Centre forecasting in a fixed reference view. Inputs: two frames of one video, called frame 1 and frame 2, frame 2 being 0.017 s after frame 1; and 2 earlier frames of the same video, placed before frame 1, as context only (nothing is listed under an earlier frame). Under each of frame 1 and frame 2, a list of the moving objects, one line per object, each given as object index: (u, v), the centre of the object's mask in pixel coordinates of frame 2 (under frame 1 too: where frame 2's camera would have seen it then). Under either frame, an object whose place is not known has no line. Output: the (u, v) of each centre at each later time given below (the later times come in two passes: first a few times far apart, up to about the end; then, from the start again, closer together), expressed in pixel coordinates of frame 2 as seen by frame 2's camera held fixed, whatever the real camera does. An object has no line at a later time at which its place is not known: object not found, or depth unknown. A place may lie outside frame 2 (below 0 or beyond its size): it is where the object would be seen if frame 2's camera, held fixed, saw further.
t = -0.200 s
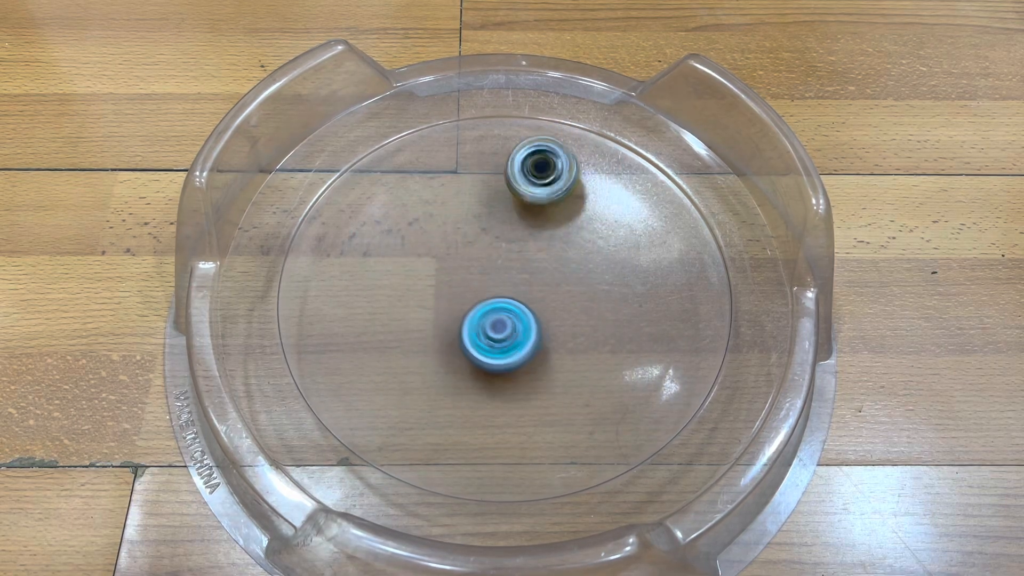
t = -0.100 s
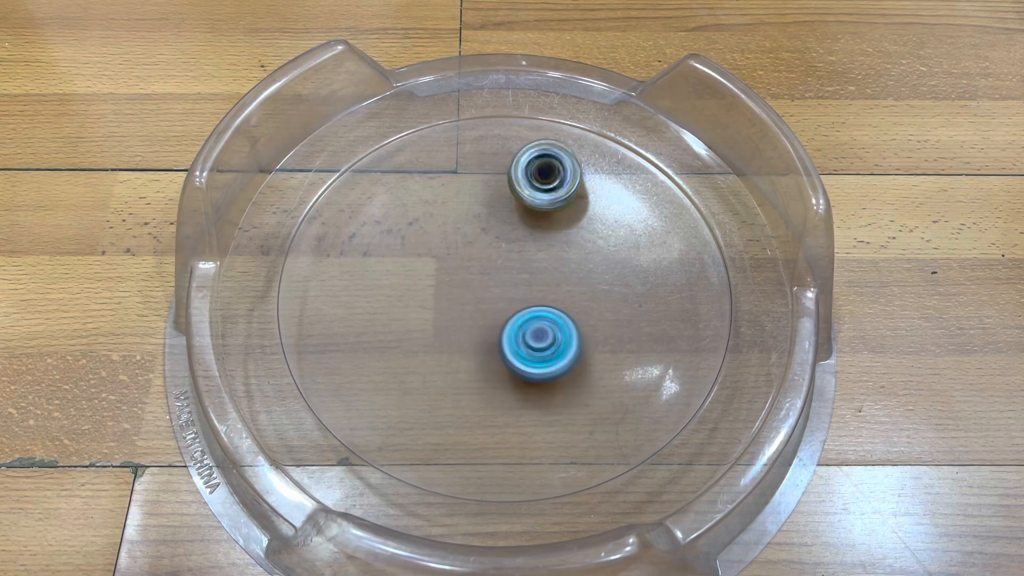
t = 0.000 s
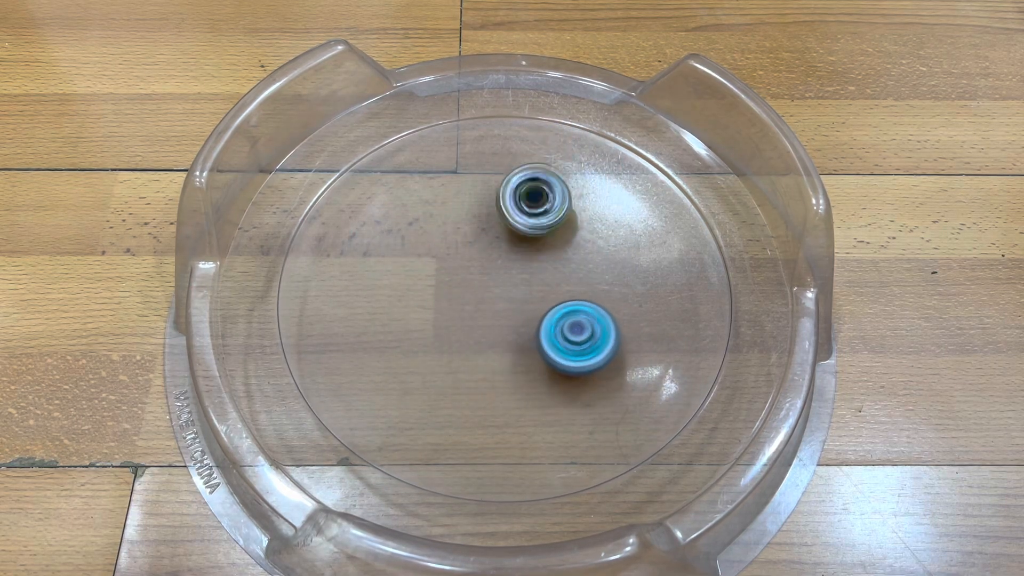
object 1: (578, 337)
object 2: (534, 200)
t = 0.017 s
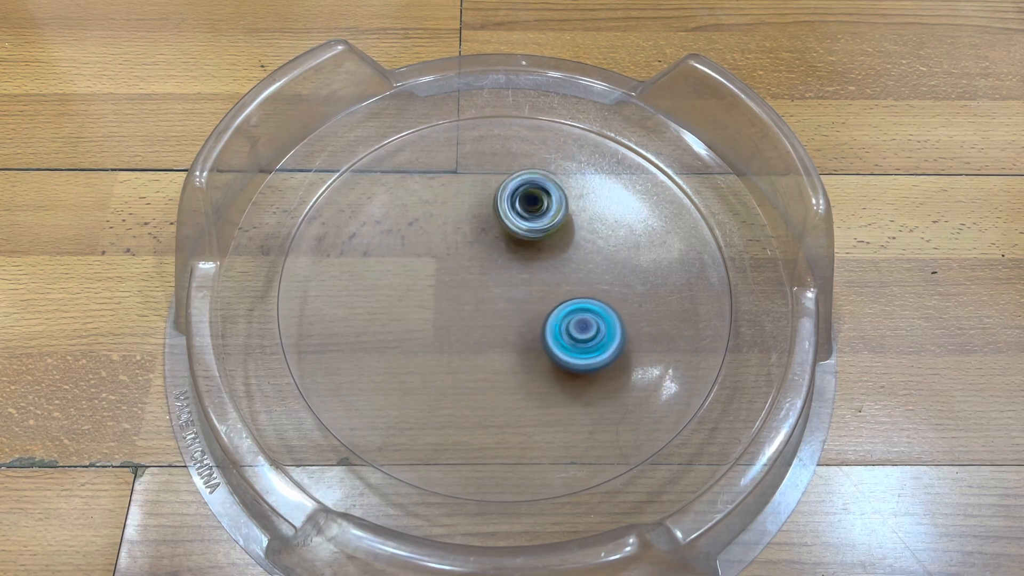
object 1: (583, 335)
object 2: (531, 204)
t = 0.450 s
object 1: (563, 244)
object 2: (372, 260)
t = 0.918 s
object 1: (520, 341)
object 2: (418, 233)
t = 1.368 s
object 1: (555, 295)
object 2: (455, 379)
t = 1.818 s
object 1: (492, 262)
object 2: (405, 267)
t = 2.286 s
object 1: (550, 315)
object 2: (594, 238)
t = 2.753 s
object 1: (543, 380)
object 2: (533, 273)
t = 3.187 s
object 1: (498, 328)
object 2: (503, 223)
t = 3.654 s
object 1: (400, 319)
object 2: (487, 297)
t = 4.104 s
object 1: (420, 303)
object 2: (538, 301)
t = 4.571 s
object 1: (451, 217)
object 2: (485, 339)
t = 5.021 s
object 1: (489, 193)
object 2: (502, 289)
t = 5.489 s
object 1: (555, 224)
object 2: (519, 313)
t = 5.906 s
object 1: (597, 261)
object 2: (512, 260)
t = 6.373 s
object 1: (588, 330)
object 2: (498, 226)
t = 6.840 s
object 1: (509, 357)
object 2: (445, 267)
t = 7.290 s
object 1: (397, 351)
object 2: (541, 263)
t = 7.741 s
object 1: (398, 312)
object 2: (484, 326)
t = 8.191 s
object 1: (430, 224)
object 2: (564, 300)
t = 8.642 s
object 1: (516, 186)
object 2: (519, 257)
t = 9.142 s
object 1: (590, 237)
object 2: (479, 281)
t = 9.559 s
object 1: (592, 319)
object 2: (490, 273)
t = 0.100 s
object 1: (605, 319)
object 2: (506, 229)
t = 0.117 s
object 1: (609, 315)
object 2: (501, 233)
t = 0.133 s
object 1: (611, 310)
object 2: (494, 237)
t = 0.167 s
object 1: (615, 301)
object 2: (482, 245)
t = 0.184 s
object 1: (615, 296)
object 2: (476, 248)
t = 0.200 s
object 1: (616, 291)
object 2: (469, 252)
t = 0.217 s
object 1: (615, 286)
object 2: (462, 255)
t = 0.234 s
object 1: (615, 281)
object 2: (456, 258)
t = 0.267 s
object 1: (611, 273)
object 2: (442, 262)
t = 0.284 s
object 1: (609, 269)
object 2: (436, 264)
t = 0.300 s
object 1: (606, 265)
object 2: (428, 266)
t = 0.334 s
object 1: (599, 258)
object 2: (414, 267)
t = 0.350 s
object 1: (594, 255)
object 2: (407, 268)
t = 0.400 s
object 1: (579, 248)
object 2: (387, 266)
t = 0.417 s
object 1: (574, 246)
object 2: (381, 265)
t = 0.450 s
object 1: (563, 244)
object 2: (372, 260)
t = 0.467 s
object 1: (557, 244)
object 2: (370, 258)
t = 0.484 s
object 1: (551, 244)
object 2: (369, 256)
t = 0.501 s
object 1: (545, 244)
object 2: (369, 254)
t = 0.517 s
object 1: (539, 245)
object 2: (370, 254)
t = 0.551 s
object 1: (528, 247)
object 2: (373, 252)
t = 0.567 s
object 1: (522, 249)
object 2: (377, 252)
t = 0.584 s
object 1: (516, 251)
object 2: (380, 252)
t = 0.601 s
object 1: (510, 253)
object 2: (384, 251)
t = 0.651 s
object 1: (495, 263)
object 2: (401, 256)
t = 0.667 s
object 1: (490, 266)
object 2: (408, 258)
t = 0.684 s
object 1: (492, 273)
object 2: (406, 257)
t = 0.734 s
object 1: (505, 297)
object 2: (393, 247)
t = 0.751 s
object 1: (507, 303)
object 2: (391, 243)
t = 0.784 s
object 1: (507, 313)
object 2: (391, 237)
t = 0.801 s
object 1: (508, 316)
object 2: (391, 235)
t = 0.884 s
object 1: (516, 335)
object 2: (407, 230)
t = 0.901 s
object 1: (518, 338)
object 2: (412, 231)
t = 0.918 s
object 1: (520, 341)
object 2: (418, 233)
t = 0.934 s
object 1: (523, 344)
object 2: (424, 235)
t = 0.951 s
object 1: (526, 346)
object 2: (431, 238)
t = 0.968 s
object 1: (529, 348)
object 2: (437, 241)
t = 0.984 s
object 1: (533, 350)
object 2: (443, 246)
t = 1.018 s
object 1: (541, 352)
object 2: (454, 257)
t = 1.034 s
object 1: (545, 352)
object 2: (459, 263)
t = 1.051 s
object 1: (549, 352)
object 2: (463, 269)
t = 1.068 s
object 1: (552, 351)
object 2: (468, 275)
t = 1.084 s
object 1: (557, 351)
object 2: (471, 281)
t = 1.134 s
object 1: (568, 345)
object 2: (480, 301)
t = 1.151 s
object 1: (571, 343)
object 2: (482, 308)
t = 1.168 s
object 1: (573, 339)
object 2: (484, 314)
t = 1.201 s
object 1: (576, 332)
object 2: (485, 328)
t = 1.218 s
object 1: (577, 328)
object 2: (485, 335)
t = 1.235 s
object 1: (577, 324)
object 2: (484, 341)
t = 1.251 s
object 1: (576, 320)
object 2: (483, 348)
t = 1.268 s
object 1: (575, 316)
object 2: (481, 354)
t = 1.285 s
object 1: (573, 312)
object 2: (478, 360)
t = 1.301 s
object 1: (570, 308)
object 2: (475, 366)
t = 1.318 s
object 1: (567, 304)
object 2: (471, 370)
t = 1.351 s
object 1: (560, 298)
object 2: (461, 377)
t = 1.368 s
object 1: (555, 295)
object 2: (455, 379)
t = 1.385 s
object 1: (551, 292)
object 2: (450, 379)
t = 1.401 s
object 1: (546, 290)
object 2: (446, 378)
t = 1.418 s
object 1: (541, 289)
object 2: (443, 377)
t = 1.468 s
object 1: (525, 284)
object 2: (437, 370)
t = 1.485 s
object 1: (519, 284)
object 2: (435, 367)
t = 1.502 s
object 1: (514, 284)
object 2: (436, 363)
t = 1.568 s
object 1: (492, 286)
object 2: (444, 344)
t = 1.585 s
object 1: (494, 284)
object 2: (439, 341)
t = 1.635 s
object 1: (513, 274)
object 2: (413, 337)
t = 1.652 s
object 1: (515, 271)
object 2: (405, 334)
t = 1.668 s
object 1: (515, 269)
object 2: (399, 331)
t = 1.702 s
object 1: (510, 266)
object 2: (393, 320)
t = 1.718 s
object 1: (506, 265)
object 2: (393, 311)
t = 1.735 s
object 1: (502, 263)
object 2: (393, 303)
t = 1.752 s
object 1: (498, 262)
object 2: (395, 296)
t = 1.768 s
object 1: (494, 261)
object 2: (399, 289)
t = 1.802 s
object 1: (488, 261)
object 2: (409, 276)
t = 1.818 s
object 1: (492, 262)
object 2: (405, 267)
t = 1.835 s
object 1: (495, 263)
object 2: (405, 260)
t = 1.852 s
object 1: (497, 264)
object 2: (407, 251)
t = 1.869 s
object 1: (497, 265)
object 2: (411, 245)
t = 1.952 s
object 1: (500, 269)
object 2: (439, 213)
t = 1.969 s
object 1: (500, 270)
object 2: (448, 209)
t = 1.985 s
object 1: (500, 271)
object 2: (457, 207)
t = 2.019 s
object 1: (501, 273)
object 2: (476, 205)
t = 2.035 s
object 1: (501, 275)
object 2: (485, 205)
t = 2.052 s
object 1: (503, 284)
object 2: (493, 198)
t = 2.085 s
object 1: (507, 299)
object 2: (510, 187)
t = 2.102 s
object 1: (509, 303)
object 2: (519, 184)
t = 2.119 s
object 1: (512, 306)
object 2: (529, 183)
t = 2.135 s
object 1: (515, 309)
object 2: (538, 184)
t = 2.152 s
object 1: (519, 311)
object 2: (548, 185)
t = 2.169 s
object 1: (522, 313)
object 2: (557, 188)
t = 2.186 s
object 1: (526, 314)
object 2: (565, 192)
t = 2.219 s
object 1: (534, 316)
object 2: (580, 205)
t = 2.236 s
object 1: (538, 316)
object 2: (585, 211)
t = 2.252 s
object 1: (542, 316)
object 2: (589, 220)
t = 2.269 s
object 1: (546, 316)
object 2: (592, 229)
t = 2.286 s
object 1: (550, 315)
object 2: (594, 238)
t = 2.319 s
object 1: (555, 316)
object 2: (595, 253)
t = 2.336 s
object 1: (553, 324)
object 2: (597, 253)
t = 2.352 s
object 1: (551, 329)
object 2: (599, 255)
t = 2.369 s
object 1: (549, 333)
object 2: (598, 258)
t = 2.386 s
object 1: (550, 336)
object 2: (595, 263)
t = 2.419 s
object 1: (552, 339)
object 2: (589, 272)
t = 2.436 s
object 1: (551, 342)
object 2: (589, 275)
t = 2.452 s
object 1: (544, 348)
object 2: (591, 274)
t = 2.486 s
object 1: (533, 358)
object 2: (593, 275)
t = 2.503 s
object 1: (531, 361)
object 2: (592, 278)
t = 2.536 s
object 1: (529, 364)
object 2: (589, 280)
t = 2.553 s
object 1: (530, 366)
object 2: (586, 280)
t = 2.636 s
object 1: (536, 374)
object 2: (569, 282)
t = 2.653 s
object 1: (537, 376)
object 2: (565, 281)
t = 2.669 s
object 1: (537, 377)
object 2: (559, 281)
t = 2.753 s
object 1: (543, 380)
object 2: (533, 273)
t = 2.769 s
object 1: (544, 380)
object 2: (528, 271)
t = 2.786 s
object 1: (545, 379)
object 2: (523, 268)
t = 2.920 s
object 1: (545, 365)
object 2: (493, 253)
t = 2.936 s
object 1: (544, 363)
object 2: (491, 250)
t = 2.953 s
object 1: (543, 360)
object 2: (489, 247)
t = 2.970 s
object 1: (541, 358)
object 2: (489, 244)
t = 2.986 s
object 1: (539, 356)
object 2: (487, 241)
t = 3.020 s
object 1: (534, 351)
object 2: (486, 234)
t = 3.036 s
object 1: (532, 348)
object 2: (486, 232)
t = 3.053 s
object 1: (529, 346)
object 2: (487, 229)
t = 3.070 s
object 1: (526, 343)
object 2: (489, 226)
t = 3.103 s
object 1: (519, 338)
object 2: (493, 222)
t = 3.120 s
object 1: (515, 336)
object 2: (494, 221)
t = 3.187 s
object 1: (498, 328)
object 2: (503, 223)
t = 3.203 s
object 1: (494, 326)
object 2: (505, 224)
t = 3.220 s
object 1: (490, 325)
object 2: (507, 226)
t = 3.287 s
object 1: (474, 320)
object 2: (512, 237)
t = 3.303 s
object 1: (470, 319)
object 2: (512, 240)
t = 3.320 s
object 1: (467, 319)
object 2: (512, 244)
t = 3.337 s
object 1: (463, 318)
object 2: (513, 248)
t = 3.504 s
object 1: (423, 315)
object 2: (506, 282)
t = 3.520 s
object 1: (420, 316)
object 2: (506, 284)
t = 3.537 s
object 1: (417, 316)
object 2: (504, 285)
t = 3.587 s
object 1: (408, 317)
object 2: (499, 292)
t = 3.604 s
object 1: (406, 318)
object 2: (497, 293)
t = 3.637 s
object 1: (402, 319)
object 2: (490, 296)
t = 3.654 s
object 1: (400, 319)
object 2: (487, 297)
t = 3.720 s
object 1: (395, 321)
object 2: (476, 294)
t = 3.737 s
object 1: (394, 321)
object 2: (475, 294)
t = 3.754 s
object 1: (394, 321)
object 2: (473, 291)
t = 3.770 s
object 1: (394, 321)
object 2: (472, 290)
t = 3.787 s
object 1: (395, 321)
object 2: (472, 288)
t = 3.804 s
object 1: (397, 321)
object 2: (471, 286)
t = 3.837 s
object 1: (402, 321)
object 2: (473, 284)
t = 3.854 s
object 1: (404, 321)
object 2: (473, 282)
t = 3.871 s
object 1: (404, 320)
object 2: (476, 282)
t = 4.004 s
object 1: (411, 315)
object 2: (517, 284)
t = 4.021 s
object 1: (412, 314)
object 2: (521, 287)
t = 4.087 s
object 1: (419, 305)
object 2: (535, 298)
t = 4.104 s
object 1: (420, 303)
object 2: (538, 301)
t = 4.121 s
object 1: (422, 301)
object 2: (540, 305)
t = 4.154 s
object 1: (424, 296)
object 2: (540, 313)
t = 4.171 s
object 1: (425, 294)
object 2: (539, 317)
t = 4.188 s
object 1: (427, 291)
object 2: (537, 320)
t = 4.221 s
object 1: (429, 286)
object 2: (532, 326)
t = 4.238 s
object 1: (430, 284)
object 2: (529, 329)
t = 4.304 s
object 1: (435, 274)
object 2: (512, 331)
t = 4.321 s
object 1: (436, 271)
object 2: (508, 330)
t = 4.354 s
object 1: (438, 266)
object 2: (500, 326)
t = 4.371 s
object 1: (439, 264)
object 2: (495, 323)
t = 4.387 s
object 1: (440, 262)
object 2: (495, 319)
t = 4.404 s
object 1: (441, 259)
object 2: (492, 315)
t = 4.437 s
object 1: (443, 253)
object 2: (490, 310)
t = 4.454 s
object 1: (444, 246)
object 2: (491, 315)
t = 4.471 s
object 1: (446, 239)
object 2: (491, 321)
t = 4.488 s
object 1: (447, 233)
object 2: (491, 325)
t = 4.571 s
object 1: (451, 217)
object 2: (485, 339)
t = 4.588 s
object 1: (452, 215)
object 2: (483, 342)
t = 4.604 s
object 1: (453, 213)
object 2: (480, 344)
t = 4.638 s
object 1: (454, 209)
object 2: (474, 346)
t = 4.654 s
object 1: (455, 207)
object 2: (472, 346)
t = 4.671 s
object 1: (456, 206)
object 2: (470, 345)
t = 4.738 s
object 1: (460, 199)
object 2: (464, 338)
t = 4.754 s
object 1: (461, 198)
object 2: (463, 335)
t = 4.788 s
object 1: (464, 196)
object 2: (464, 329)
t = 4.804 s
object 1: (465, 194)
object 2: (465, 326)
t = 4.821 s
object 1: (467, 193)
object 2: (466, 323)
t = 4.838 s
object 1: (469, 193)
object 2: (468, 320)
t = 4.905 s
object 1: (475, 190)
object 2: (479, 306)
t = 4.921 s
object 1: (477, 190)
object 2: (482, 302)
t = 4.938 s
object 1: (479, 191)
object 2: (484, 301)
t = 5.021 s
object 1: (489, 193)
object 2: (502, 289)
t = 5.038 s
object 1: (491, 193)
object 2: (508, 287)
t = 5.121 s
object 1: (501, 197)
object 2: (533, 289)
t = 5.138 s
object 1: (504, 198)
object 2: (537, 289)
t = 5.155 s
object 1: (506, 199)
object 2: (541, 292)
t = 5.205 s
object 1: (513, 202)
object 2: (553, 300)
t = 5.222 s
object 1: (515, 203)
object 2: (555, 303)
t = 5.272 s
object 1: (522, 207)
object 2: (558, 311)
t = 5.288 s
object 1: (525, 208)
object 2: (558, 314)
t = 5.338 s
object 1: (532, 211)
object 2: (551, 321)
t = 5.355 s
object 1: (534, 213)
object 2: (548, 323)
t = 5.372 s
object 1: (537, 214)
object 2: (544, 323)
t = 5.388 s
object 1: (539, 216)
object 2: (540, 323)
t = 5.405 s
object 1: (542, 217)
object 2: (536, 323)
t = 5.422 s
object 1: (544, 218)
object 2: (532, 322)
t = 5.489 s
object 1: (555, 224)
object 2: (519, 313)
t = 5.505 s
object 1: (557, 226)
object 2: (517, 309)
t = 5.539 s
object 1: (561, 229)
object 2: (513, 301)
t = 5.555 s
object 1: (563, 231)
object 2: (512, 297)
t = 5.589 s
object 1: (568, 235)
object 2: (512, 288)
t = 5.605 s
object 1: (570, 236)
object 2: (513, 284)
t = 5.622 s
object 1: (576, 235)
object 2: (509, 284)
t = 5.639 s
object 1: (580, 235)
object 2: (507, 282)
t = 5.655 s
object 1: (583, 236)
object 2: (505, 281)
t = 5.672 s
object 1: (585, 237)
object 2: (503, 280)
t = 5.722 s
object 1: (590, 241)
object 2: (499, 274)
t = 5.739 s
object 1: (592, 243)
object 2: (500, 272)
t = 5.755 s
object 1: (593, 245)
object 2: (499, 269)
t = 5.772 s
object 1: (594, 246)
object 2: (500, 266)
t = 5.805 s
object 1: (596, 250)
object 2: (502, 263)
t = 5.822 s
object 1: (597, 251)
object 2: (504, 260)
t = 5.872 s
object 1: (597, 257)
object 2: (509, 259)
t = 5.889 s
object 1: (598, 259)
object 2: (510, 259)
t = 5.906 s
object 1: (597, 261)
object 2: (512, 260)
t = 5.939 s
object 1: (596, 265)
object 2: (514, 262)
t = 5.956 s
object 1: (596, 267)
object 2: (514, 263)
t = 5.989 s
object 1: (595, 271)
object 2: (514, 265)
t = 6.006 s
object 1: (594, 274)
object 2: (515, 267)
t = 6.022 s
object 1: (593, 275)
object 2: (514, 268)
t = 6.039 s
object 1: (595, 279)
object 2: (511, 267)
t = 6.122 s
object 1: (600, 299)
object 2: (491, 253)
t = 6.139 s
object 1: (601, 302)
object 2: (489, 250)
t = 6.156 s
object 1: (602, 304)
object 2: (487, 246)
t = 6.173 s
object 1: (602, 307)
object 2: (485, 242)
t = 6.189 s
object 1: (601, 309)
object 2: (482, 238)
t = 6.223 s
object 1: (600, 314)
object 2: (482, 233)
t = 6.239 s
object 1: (599, 316)
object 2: (483, 230)
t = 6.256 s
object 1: (598, 318)
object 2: (483, 227)
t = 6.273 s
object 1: (597, 320)
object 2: (484, 225)
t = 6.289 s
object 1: (596, 322)
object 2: (486, 224)
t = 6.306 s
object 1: (595, 323)
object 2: (489, 223)
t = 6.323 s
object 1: (593, 325)
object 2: (491, 223)
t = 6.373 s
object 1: (588, 330)
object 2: (498, 226)
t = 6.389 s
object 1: (587, 332)
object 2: (499, 228)
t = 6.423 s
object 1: (583, 336)
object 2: (501, 233)
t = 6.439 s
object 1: (581, 338)
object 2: (503, 236)
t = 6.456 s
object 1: (579, 339)
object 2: (503, 239)
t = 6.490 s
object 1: (574, 342)
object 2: (502, 245)
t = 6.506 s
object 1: (571, 344)
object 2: (501, 248)
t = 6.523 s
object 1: (569, 345)
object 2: (500, 251)
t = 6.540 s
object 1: (566, 346)
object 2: (498, 254)
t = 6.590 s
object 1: (558, 349)
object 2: (491, 262)
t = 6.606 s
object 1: (555, 350)
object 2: (489, 265)
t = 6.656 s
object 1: (546, 354)
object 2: (478, 271)
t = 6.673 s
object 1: (542, 354)
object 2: (475, 273)
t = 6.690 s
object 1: (539, 355)
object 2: (471, 273)
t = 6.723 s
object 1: (532, 357)
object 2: (464, 274)
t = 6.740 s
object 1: (529, 357)
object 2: (460, 274)
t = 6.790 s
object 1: (519, 358)
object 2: (451, 271)
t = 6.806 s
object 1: (515, 358)
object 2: (448, 270)
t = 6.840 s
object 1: (509, 357)
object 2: (445, 267)
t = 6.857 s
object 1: (505, 357)
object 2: (445, 265)
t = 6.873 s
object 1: (502, 356)
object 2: (446, 264)
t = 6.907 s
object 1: (495, 356)
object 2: (447, 262)
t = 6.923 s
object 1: (491, 356)
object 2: (448, 262)
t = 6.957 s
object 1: (484, 355)
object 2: (452, 261)
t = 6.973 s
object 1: (481, 355)
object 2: (453, 261)
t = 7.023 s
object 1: (470, 353)
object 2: (461, 262)
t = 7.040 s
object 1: (467, 352)
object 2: (464, 263)
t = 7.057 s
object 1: (464, 351)
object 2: (466, 264)
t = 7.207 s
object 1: (437, 340)
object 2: (491, 287)
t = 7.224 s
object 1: (426, 345)
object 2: (504, 280)
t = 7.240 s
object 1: (416, 348)
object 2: (515, 274)
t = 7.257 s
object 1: (408, 351)
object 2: (525, 269)
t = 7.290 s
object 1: (397, 351)
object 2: (541, 263)
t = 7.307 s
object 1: (394, 350)
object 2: (549, 263)
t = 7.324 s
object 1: (391, 350)
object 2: (557, 263)
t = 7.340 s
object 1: (390, 349)
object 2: (565, 266)
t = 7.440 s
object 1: (384, 343)
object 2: (607, 291)
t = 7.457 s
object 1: (383, 342)
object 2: (610, 298)
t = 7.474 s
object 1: (383, 340)
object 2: (613, 306)
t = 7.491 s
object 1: (383, 339)
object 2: (614, 314)
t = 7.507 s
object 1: (383, 338)
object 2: (612, 323)
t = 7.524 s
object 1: (383, 336)
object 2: (609, 331)
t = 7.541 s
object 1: (384, 335)
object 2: (603, 340)
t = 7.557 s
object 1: (384, 333)
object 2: (596, 346)
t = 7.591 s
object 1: (386, 330)
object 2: (576, 356)
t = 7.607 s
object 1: (388, 328)
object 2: (565, 359)
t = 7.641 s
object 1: (390, 325)
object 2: (542, 359)
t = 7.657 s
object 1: (391, 323)
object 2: (529, 356)
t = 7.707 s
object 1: (395, 316)
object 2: (499, 341)
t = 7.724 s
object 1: (396, 314)
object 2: (491, 333)
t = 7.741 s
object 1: (398, 312)
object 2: (484, 326)
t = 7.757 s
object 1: (397, 307)
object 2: (481, 319)
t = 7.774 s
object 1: (393, 300)
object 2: (483, 313)
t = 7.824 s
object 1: (391, 286)
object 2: (492, 291)
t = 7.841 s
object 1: (392, 282)
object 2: (496, 284)
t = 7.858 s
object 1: (392, 279)
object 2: (503, 278)
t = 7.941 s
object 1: (397, 263)
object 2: (537, 262)
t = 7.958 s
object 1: (399, 260)
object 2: (541, 261)
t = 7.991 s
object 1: (402, 254)
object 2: (552, 263)
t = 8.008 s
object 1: (403, 251)
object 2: (558, 264)
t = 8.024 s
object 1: (405, 248)
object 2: (563, 266)
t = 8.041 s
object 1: (407, 245)
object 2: (567, 269)
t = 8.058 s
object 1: (409, 243)
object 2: (570, 273)
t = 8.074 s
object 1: (411, 240)
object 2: (573, 276)
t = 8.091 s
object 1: (414, 237)
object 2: (575, 280)
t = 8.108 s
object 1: (416, 235)
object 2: (576, 283)
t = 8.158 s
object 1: (424, 228)
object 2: (572, 295)
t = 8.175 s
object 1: (427, 226)
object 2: (569, 298)
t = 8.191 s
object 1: (430, 224)
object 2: (564, 300)
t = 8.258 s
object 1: (442, 216)
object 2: (543, 303)
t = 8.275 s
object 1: (445, 214)
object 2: (538, 302)
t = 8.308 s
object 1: (451, 210)
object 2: (528, 298)
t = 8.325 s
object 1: (454, 208)
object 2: (523, 296)
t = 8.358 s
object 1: (461, 205)
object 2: (515, 290)
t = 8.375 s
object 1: (464, 204)
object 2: (512, 286)
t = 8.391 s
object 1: (467, 202)
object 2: (509, 282)
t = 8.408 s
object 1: (471, 201)
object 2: (508, 278)
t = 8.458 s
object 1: (480, 197)
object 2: (505, 263)
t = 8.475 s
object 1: (484, 194)
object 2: (506, 261)
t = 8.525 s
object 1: (494, 189)
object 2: (510, 257)
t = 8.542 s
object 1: (497, 187)
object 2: (511, 256)
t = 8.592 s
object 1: (507, 186)
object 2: (515, 256)
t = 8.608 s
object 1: (510, 186)
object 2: (516, 256)
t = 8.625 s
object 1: (513, 186)
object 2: (517, 256)
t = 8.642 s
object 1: (516, 186)
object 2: (519, 257)
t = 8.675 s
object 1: (522, 187)
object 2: (521, 258)
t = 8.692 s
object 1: (525, 187)
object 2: (521, 259)
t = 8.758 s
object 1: (537, 190)
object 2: (522, 263)
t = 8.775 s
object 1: (539, 191)
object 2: (522, 264)
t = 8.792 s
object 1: (542, 192)
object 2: (521, 265)
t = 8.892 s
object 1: (559, 200)
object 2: (513, 275)
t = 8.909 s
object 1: (562, 202)
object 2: (511, 277)
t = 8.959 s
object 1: (568, 208)
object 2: (504, 281)
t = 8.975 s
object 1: (571, 211)
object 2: (502, 282)
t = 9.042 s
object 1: (579, 221)
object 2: (493, 284)
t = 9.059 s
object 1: (581, 223)
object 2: (490, 284)
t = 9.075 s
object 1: (583, 226)
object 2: (488, 284)
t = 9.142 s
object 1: (590, 237)
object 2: (479, 281)
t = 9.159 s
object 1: (591, 240)
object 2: (477, 281)
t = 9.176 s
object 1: (592, 243)
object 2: (475, 279)
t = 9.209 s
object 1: (594, 249)
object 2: (471, 278)
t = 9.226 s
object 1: (595, 252)
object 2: (470, 277)
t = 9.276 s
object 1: (597, 262)
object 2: (469, 274)
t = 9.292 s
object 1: (598, 265)
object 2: (469, 273)
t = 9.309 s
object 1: (599, 269)
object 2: (470, 272)
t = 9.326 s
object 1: (599, 272)
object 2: (470, 271)
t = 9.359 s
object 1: (600, 279)
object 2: (472, 270)
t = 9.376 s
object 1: (600, 283)
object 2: (473, 269)
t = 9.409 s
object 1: (599, 289)
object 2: (476, 268)
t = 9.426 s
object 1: (599, 293)
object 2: (477, 268)
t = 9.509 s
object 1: (596, 309)
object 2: (485, 270)
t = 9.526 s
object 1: (594, 313)
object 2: (486, 270)
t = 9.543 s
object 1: (593, 316)
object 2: (488, 272)
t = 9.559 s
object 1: (592, 319)
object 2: (490, 273)
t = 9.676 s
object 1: (578, 339)
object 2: (502, 285)
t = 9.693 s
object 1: (576, 341)
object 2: (504, 287)
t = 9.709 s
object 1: (573, 344)
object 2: (505, 289)
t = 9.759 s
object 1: (565, 351)
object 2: (506, 296)
